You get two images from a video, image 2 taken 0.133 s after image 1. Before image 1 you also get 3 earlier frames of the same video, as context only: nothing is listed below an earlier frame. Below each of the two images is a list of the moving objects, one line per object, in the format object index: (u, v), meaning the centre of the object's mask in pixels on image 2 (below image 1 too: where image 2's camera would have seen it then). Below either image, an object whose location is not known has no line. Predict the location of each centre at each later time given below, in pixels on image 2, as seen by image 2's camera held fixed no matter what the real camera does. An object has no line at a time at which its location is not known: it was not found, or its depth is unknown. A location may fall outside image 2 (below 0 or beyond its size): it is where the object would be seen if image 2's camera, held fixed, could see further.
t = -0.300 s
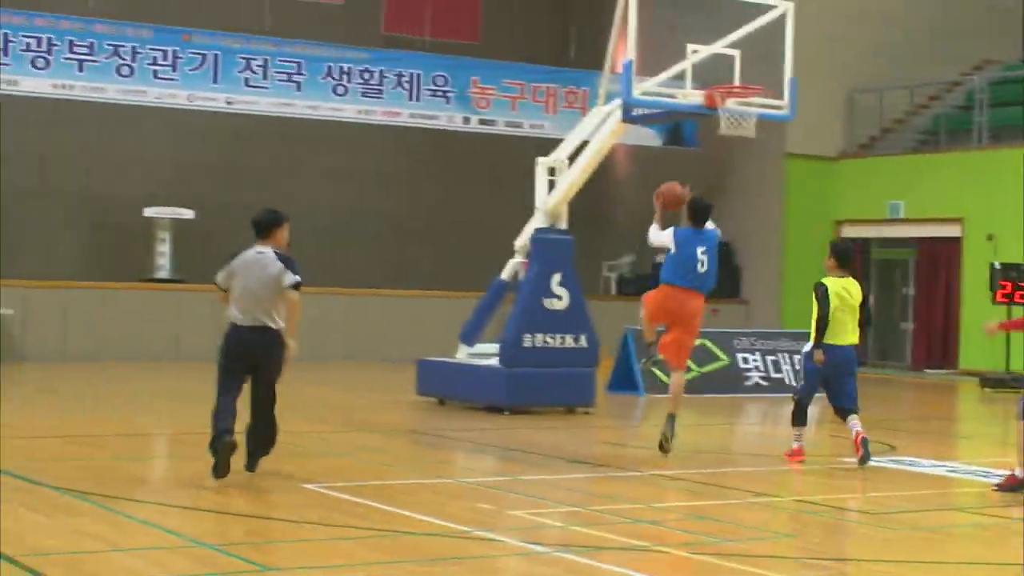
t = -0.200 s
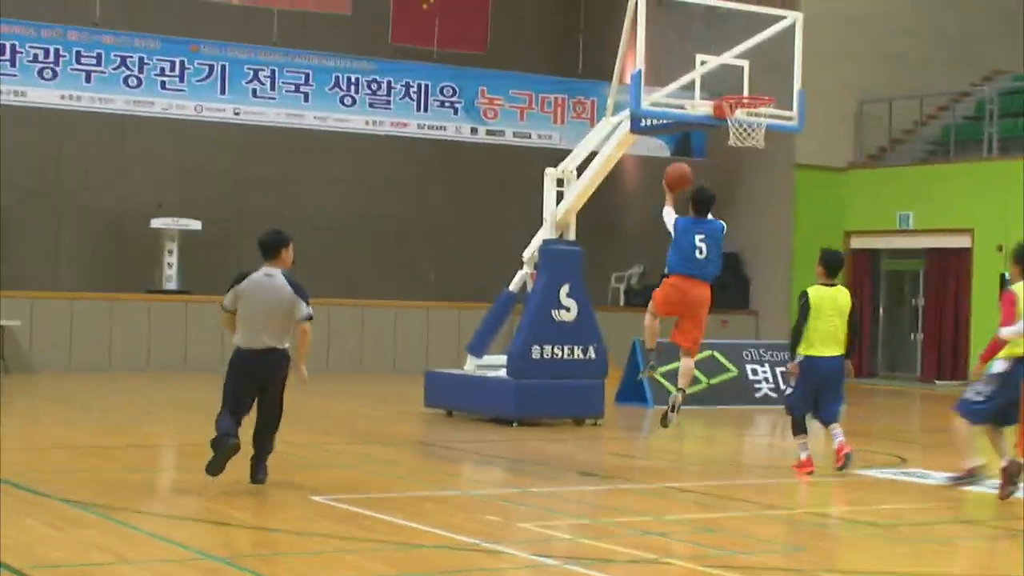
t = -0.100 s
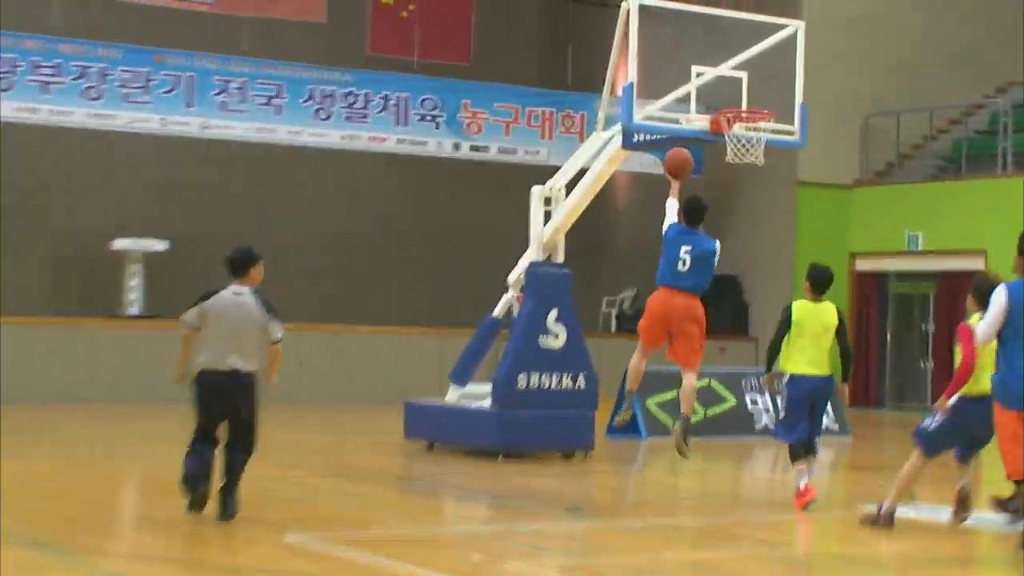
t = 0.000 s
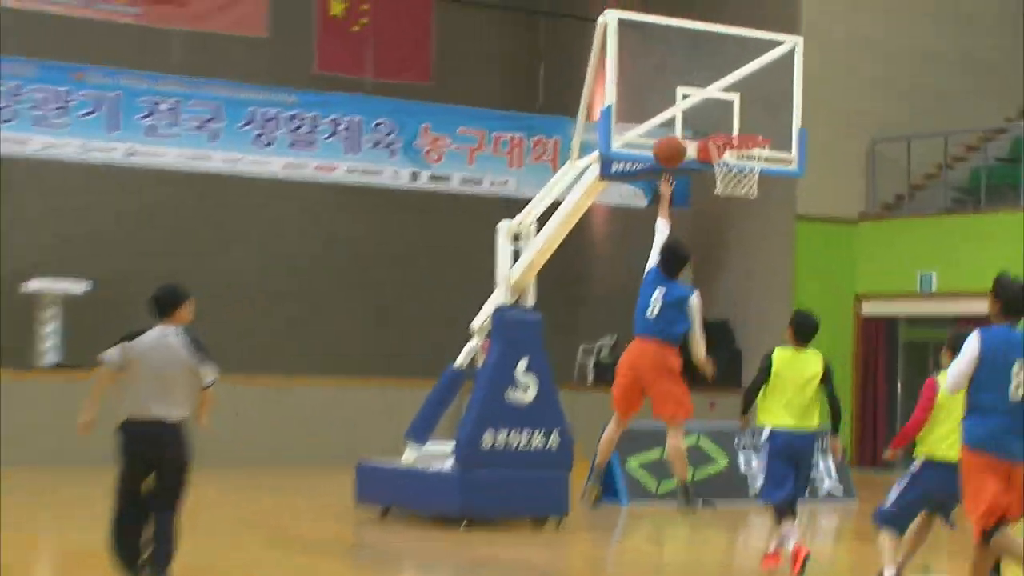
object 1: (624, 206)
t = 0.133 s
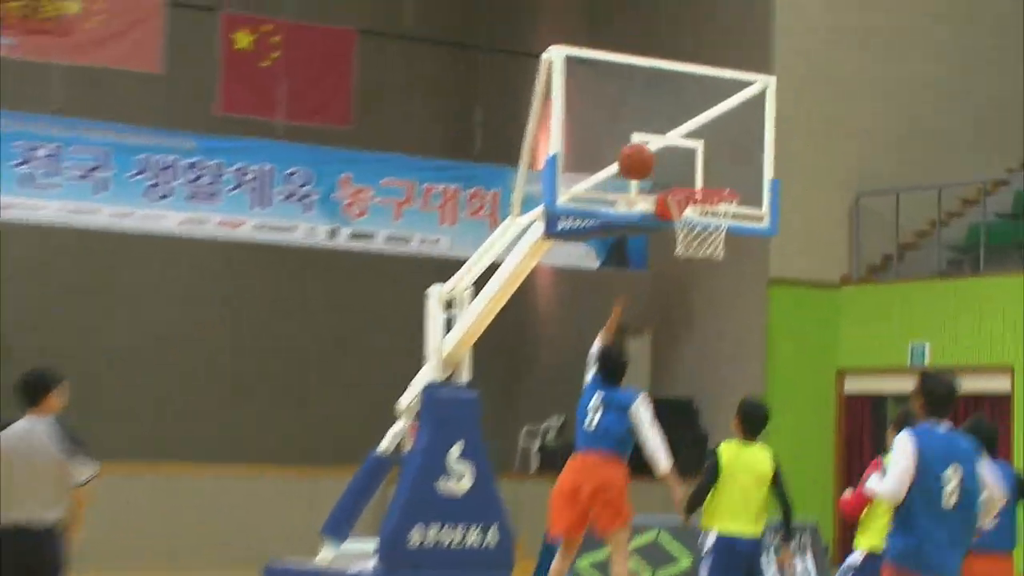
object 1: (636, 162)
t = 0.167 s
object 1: (639, 154)
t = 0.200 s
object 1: (642, 149)
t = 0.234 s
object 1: (648, 145)
